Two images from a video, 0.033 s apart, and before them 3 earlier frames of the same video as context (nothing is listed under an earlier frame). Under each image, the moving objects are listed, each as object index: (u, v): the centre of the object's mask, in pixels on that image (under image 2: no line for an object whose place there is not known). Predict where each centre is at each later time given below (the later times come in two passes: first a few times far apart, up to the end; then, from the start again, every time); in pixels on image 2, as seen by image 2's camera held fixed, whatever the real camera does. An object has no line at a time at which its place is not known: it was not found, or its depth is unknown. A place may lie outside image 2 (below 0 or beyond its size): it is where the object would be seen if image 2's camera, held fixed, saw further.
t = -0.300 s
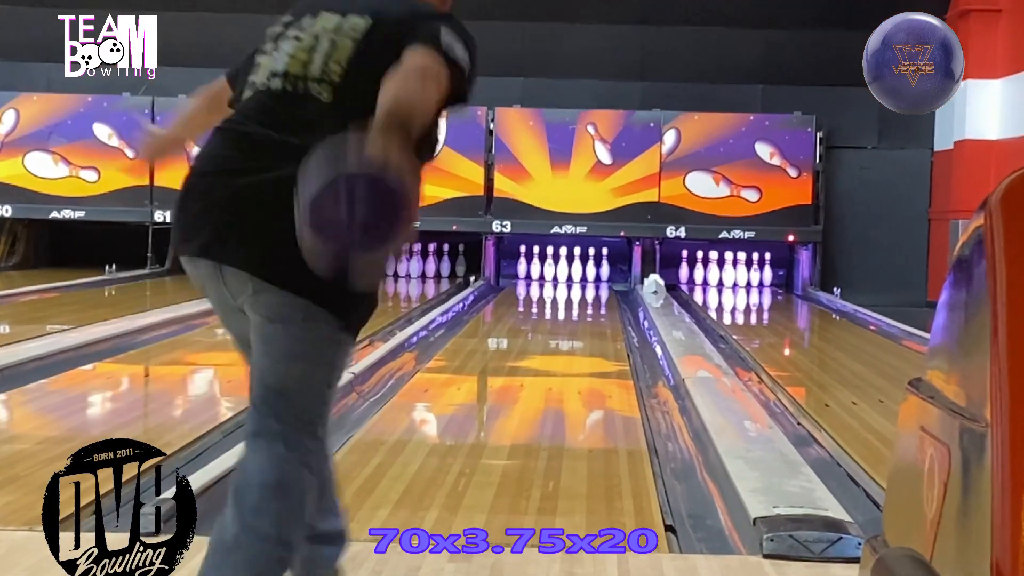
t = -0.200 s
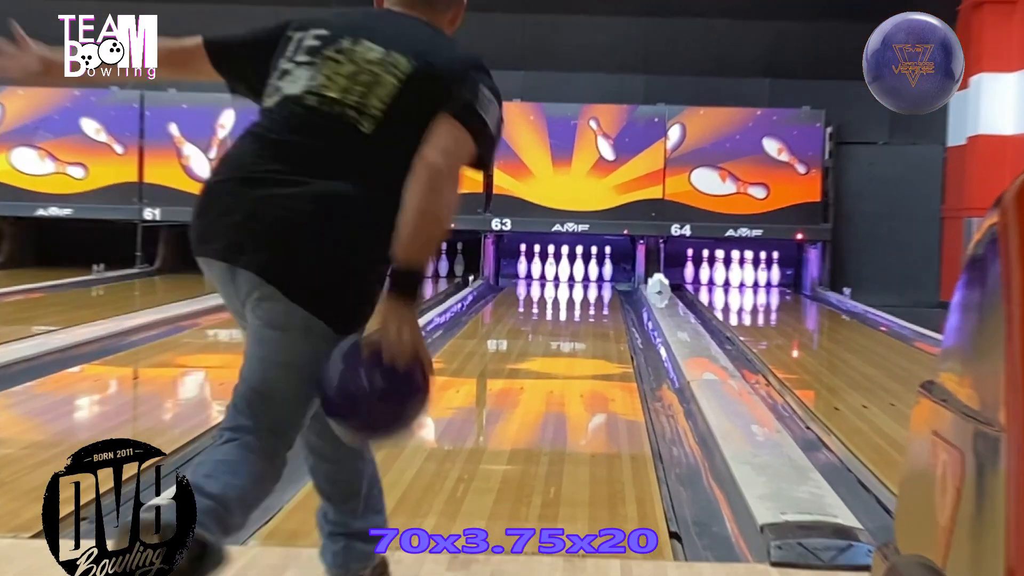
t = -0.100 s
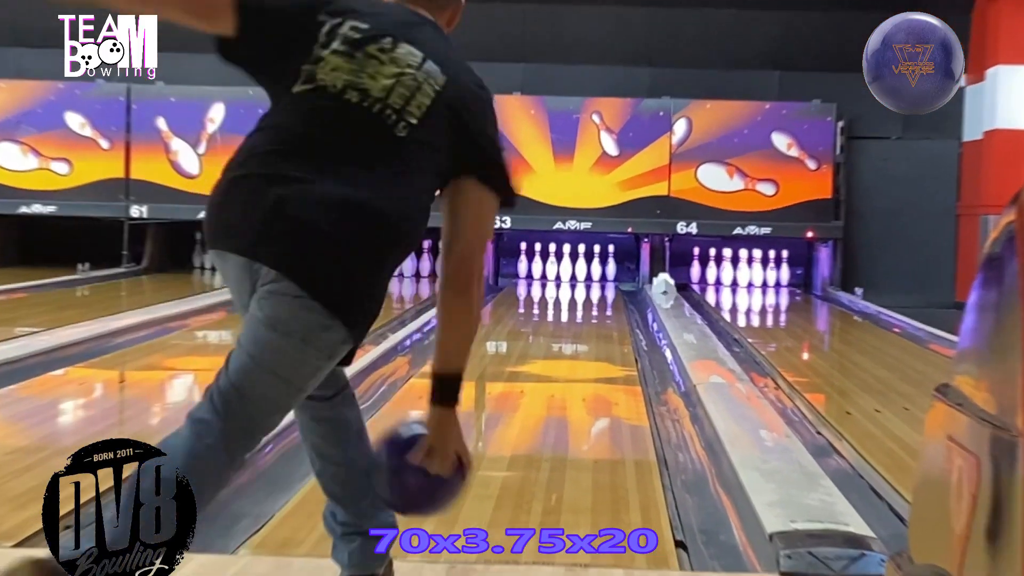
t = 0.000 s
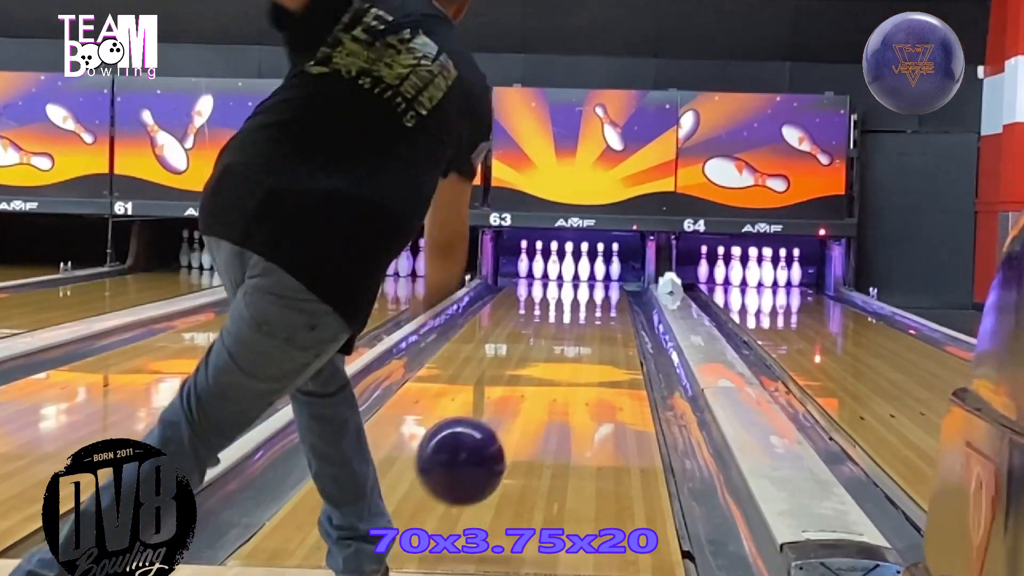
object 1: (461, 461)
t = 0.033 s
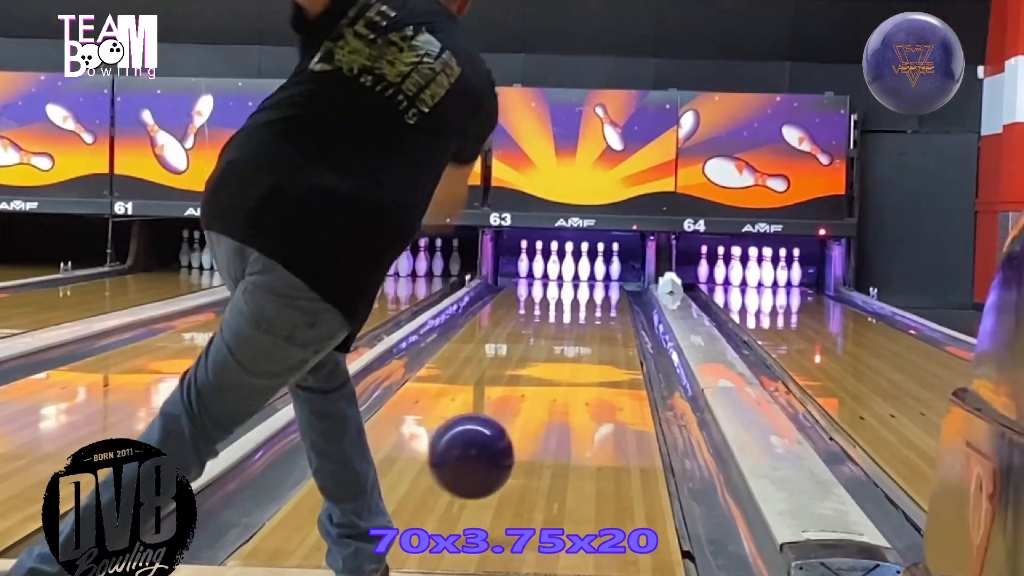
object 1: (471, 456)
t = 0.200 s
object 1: (512, 444)
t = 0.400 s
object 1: (546, 403)
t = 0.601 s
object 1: (569, 373)
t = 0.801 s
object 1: (586, 352)
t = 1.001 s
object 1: (598, 334)
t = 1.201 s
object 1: (606, 321)
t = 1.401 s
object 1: (611, 309)
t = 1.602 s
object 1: (613, 300)
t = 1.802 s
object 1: (612, 293)
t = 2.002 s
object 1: (606, 286)
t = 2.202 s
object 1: (597, 281)
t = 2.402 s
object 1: (586, 276)
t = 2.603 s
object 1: (579, 271)
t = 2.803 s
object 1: (586, 269)
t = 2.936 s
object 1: (592, 269)
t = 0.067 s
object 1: (480, 455)
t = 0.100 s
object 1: (489, 459)
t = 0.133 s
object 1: (497, 466)
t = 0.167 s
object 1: (505, 453)
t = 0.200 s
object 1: (512, 444)
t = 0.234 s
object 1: (519, 438)
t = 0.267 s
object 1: (525, 429)
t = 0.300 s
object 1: (531, 422)
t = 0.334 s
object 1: (536, 416)
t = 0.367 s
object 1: (541, 408)
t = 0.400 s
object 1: (546, 403)
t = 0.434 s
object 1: (550, 397)
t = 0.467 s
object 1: (555, 392)
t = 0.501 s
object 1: (559, 386)
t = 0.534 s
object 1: (562, 382)
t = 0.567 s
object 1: (566, 377)
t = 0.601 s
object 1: (569, 373)
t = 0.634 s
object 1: (572, 368)
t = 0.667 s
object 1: (575, 365)
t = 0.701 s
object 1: (578, 361)
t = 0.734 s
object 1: (581, 358)
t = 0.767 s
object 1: (583, 354)
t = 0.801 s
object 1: (586, 352)
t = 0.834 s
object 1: (588, 348)
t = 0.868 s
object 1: (590, 345)
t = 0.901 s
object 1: (592, 342)
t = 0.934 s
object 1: (594, 339)
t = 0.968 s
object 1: (596, 336)
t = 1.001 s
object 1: (598, 334)
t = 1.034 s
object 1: (600, 332)
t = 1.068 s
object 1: (601, 329)
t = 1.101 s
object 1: (603, 327)
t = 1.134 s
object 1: (604, 325)
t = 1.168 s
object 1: (605, 322)
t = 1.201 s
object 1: (606, 321)
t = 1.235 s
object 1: (607, 318)
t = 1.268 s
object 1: (609, 316)
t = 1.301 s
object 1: (610, 314)
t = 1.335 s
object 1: (610, 312)
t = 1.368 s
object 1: (611, 310)
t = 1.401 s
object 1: (611, 309)
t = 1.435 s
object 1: (611, 307)
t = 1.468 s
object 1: (612, 306)
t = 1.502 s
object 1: (612, 304)
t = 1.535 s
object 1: (613, 303)
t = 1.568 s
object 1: (613, 302)
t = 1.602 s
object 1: (613, 300)
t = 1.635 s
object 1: (613, 299)
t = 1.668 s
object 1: (613, 297)
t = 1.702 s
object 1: (613, 296)
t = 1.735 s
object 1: (613, 296)
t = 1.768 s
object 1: (612, 295)
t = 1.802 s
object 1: (612, 293)
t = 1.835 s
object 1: (611, 292)
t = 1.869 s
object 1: (611, 291)
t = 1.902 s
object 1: (609, 289)
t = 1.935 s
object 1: (609, 289)
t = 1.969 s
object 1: (608, 287)
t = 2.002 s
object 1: (606, 286)
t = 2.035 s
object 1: (605, 285)
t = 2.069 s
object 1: (603, 284)
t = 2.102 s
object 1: (601, 283)
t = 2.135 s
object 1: (600, 283)
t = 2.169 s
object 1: (598, 281)
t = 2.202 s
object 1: (597, 281)
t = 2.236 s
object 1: (596, 280)
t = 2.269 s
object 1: (593, 279)
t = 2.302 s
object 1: (591, 278)
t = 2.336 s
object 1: (589, 277)
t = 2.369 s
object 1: (587, 277)
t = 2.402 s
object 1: (586, 276)
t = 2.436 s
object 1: (584, 275)
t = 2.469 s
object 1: (583, 274)
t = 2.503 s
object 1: (582, 273)
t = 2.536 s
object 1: (580, 272)
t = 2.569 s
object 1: (579, 272)
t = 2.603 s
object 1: (579, 271)
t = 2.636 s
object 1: (581, 271)
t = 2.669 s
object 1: (581, 271)
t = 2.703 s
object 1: (581, 270)
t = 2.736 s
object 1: (582, 270)
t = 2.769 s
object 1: (584, 270)
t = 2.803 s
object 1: (586, 269)
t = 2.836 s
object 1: (587, 270)
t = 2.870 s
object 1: (589, 270)
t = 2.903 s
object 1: (590, 270)
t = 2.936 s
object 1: (592, 269)
